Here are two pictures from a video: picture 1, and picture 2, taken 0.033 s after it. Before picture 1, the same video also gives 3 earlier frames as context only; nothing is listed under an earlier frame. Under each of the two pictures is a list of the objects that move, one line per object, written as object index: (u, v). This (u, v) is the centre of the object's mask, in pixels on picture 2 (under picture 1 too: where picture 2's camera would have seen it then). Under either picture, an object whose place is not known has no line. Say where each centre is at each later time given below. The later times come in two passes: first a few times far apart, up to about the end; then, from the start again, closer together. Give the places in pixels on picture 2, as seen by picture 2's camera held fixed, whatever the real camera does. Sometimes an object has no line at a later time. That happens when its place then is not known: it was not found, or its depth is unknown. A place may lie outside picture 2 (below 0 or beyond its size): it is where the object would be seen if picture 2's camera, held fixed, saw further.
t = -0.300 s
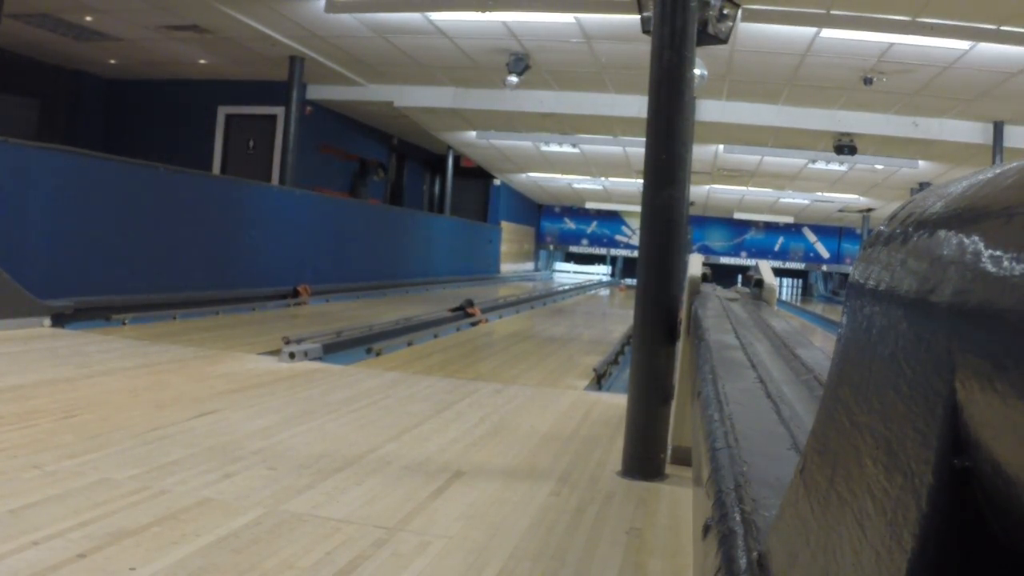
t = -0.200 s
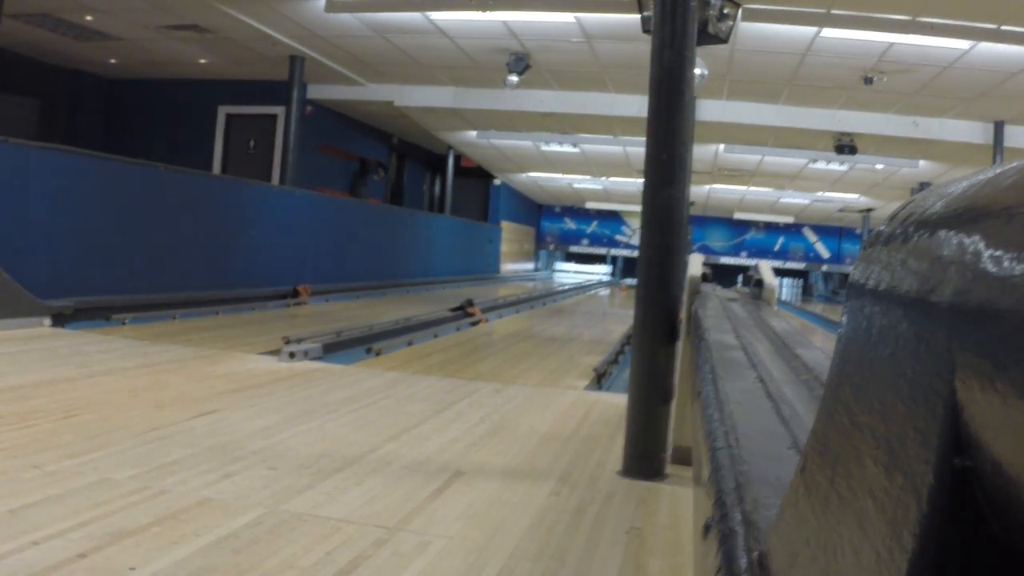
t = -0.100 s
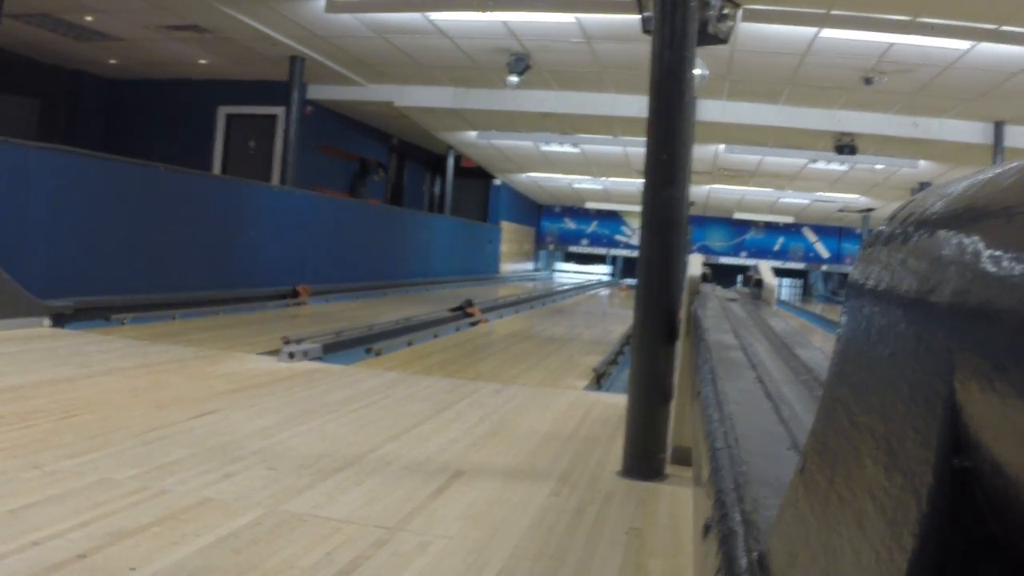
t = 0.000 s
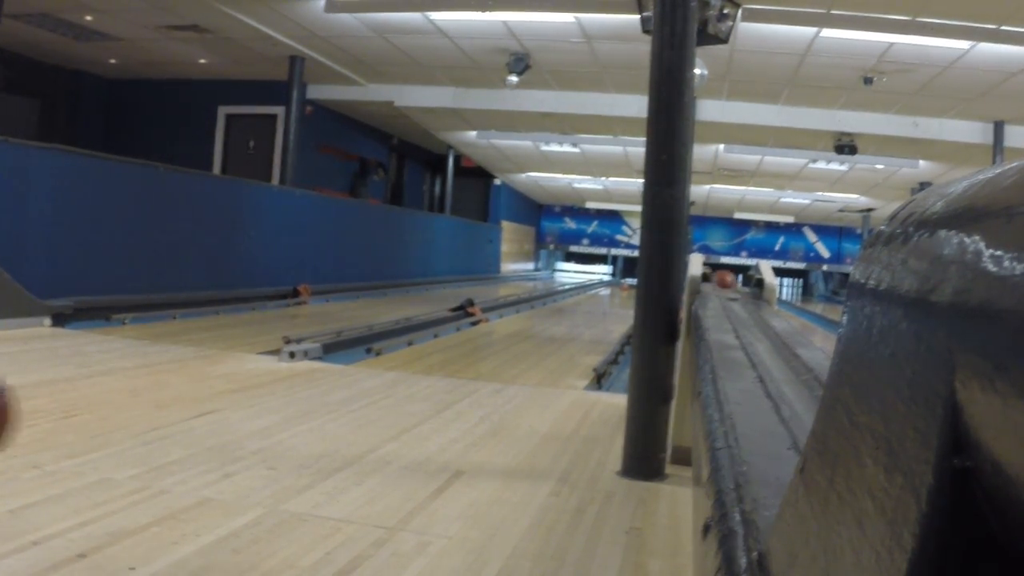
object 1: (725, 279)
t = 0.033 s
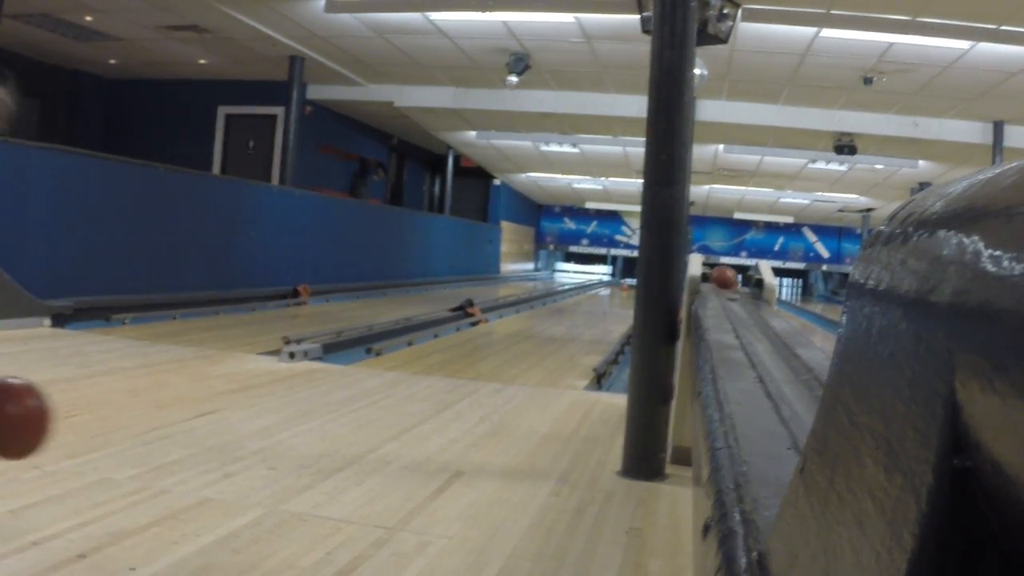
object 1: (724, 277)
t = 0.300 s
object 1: (727, 273)
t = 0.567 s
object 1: (733, 276)
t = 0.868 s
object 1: (734, 280)
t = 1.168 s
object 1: (739, 284)
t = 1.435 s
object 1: (743, 288)
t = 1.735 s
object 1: (749, 294)
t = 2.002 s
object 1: (757, 300)
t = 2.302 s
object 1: (766, 310)
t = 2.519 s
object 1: (777, 319)
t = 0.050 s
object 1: (724, 276)
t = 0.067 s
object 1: (725, 275)
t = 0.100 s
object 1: (725, 274)
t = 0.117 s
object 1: (725, 273)
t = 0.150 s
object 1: (726, 272)
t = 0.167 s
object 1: (726, 271)
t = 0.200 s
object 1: (726, 271)
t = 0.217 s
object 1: (726, 271)
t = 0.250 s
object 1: (727, 271)
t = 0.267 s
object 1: (727, 272)
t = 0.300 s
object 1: (727, 273)
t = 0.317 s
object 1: (727, 274)
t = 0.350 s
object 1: (728, 270)
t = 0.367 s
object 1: (728, 269)
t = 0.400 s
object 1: (729, 268)
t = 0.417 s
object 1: (729, 269)
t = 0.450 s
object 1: (725, 270)
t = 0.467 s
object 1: (725, 272)
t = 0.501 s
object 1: (727, 274)
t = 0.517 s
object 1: (728, 274)
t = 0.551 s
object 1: (731, 276)
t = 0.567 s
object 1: (733, 276)
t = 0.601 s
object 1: (734, 276)
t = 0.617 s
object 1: (734, 276)
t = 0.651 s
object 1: (731, 276)
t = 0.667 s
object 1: (730, 277)
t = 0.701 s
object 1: (729, 277)
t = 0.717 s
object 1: (730, 277)
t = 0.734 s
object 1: (730, 277)
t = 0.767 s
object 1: (731, 279)
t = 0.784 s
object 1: (732, 279)
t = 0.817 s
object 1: (734, 279)
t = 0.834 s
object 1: (734, 280)
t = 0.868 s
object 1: (734, 280)
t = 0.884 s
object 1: (735, 280)
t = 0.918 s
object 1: (735, 281)
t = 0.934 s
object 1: (735, 281)
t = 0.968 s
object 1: (736, 281)
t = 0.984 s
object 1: (736, 281)
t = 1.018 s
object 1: (736, 282)
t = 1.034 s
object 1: (736, 282)
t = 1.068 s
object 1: (737, 283)
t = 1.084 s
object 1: (738, 283)
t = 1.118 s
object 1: (738, 283)
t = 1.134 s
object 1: (739, 284)
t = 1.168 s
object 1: (739, 284)
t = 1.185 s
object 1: (739, 284)
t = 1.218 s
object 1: (739, 285)
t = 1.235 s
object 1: (740, 285)
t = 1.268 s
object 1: (740, 286)
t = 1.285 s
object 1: (741, 286)
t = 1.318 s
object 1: (742, 286)
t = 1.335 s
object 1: (742, 287)
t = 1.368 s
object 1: (742, 287)
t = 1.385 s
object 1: (742, 287)
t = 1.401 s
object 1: (742, 288)
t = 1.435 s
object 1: (743, 288)
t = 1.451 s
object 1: (744, 289)
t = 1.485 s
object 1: (744, 289)
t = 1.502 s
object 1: (745, 289)
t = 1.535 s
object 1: (745, 290)
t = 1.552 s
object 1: (745, 290)
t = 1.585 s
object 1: (746, 291)
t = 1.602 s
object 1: (746, 291)
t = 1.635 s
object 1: (748, 292)
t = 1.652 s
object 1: (748, 292)
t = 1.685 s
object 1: (749, 293)
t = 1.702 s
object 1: (749, 293)
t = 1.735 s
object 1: (749, 294)
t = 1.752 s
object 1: (750, 295)
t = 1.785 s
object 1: (750, 295)
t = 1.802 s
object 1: (751, 295)
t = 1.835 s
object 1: (752, 296)
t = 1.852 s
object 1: (752, 297)
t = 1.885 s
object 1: (753, 297)
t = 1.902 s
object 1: (754, 298)
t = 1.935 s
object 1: (754, 299)
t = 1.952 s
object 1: (755, 300)
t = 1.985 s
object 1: (756, 300)
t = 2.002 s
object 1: (757, 300)
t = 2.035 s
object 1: (758, 302)
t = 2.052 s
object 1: (759, 302)
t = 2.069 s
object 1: (759, 302)
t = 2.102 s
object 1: (759, 303)
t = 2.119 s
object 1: (760, 304)
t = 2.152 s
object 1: (761, 305)
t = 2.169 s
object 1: (762, 305)
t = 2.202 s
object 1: (763, 307)
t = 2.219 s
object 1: (764, 307)
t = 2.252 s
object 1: (765, 309)
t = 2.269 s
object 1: (765, 309)
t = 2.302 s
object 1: (766, 310)
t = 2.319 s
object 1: (767, 311)
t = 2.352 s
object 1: (768, 312)
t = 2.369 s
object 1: (769, 313)
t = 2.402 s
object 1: (771, 314)
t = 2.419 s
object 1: (772, 315)
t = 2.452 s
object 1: (773, 316)
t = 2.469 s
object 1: (774, 317)
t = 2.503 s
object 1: (775, 318)
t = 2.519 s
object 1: (777, 319)
